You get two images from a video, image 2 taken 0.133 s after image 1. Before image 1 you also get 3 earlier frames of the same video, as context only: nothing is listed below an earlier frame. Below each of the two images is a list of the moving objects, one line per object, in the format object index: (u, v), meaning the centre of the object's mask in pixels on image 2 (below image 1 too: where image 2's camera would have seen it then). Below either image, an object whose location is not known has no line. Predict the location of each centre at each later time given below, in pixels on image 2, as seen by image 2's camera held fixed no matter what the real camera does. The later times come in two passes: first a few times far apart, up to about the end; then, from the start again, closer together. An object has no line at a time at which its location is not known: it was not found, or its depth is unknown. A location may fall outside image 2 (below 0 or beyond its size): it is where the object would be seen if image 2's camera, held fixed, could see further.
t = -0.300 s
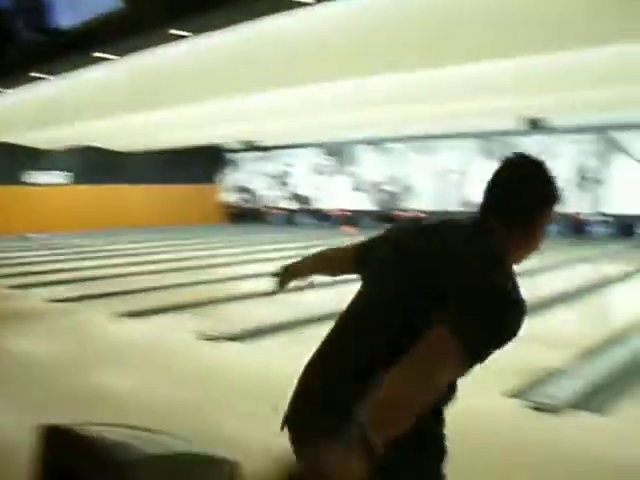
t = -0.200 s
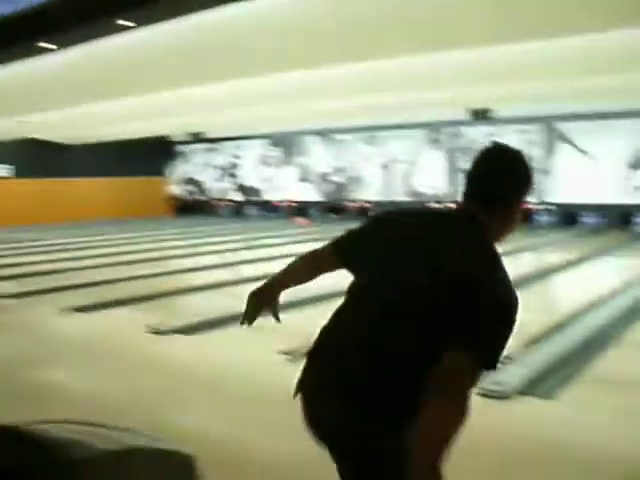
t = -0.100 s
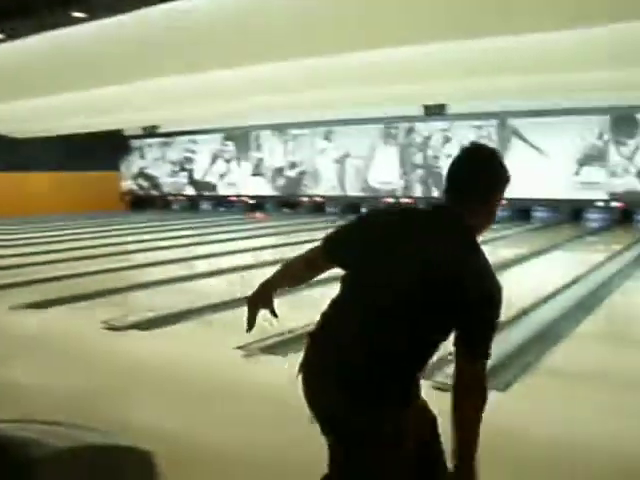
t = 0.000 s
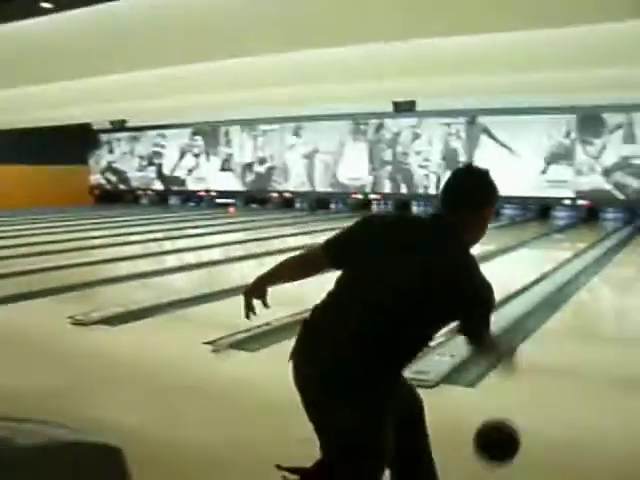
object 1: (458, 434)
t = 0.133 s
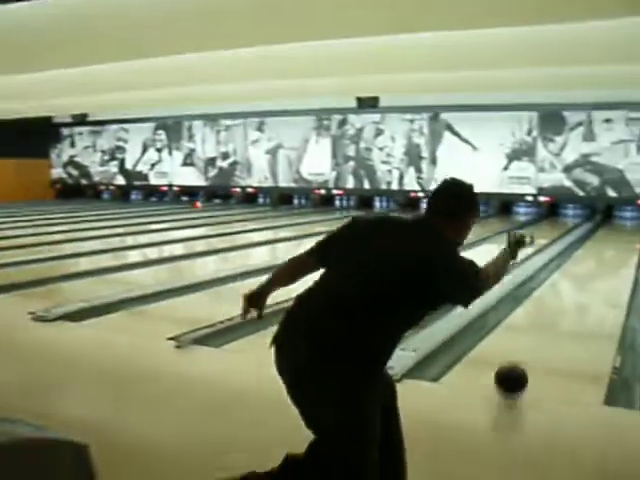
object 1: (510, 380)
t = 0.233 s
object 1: (535, 351)
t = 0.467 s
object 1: (568, 302)
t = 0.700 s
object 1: (585, 275)
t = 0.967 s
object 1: (597, 256)
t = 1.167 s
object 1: (604, 246)
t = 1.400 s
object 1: (610, 237)
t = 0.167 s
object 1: (520, 368)
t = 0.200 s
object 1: (528, 359)
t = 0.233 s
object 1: (535, 351)
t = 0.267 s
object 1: (541, 342)
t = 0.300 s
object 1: (547, 333)
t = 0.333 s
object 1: (552, 326)
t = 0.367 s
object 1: (557, 319)
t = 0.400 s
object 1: (561, 312)
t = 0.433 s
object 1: (565, 307)
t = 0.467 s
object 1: (568, 302)
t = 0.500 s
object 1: (571, 297)
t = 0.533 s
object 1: (574, 293)
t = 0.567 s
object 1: (577, 289)
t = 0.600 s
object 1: (579, 285)
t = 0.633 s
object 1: (581, 282)
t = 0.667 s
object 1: (583, 278)
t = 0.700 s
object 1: (585, 275)
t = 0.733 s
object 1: (587, 272)
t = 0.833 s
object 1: (592, 264)
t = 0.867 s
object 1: (594, 263)
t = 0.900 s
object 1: (595, 260)
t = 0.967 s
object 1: (597, 256)
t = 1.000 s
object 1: (599, 254)
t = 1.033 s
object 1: (600, 252)
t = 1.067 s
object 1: (601, 251)
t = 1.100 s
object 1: (602, 249)
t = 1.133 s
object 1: (603, 248)
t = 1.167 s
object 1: (604, 246)
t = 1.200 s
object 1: (605, 244)
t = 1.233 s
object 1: (605, 243)
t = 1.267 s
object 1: (607, 241)
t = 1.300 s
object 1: (608, 240)
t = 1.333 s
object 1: (608, 239)
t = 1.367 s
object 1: (609, 238)
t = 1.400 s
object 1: (610, 237)
